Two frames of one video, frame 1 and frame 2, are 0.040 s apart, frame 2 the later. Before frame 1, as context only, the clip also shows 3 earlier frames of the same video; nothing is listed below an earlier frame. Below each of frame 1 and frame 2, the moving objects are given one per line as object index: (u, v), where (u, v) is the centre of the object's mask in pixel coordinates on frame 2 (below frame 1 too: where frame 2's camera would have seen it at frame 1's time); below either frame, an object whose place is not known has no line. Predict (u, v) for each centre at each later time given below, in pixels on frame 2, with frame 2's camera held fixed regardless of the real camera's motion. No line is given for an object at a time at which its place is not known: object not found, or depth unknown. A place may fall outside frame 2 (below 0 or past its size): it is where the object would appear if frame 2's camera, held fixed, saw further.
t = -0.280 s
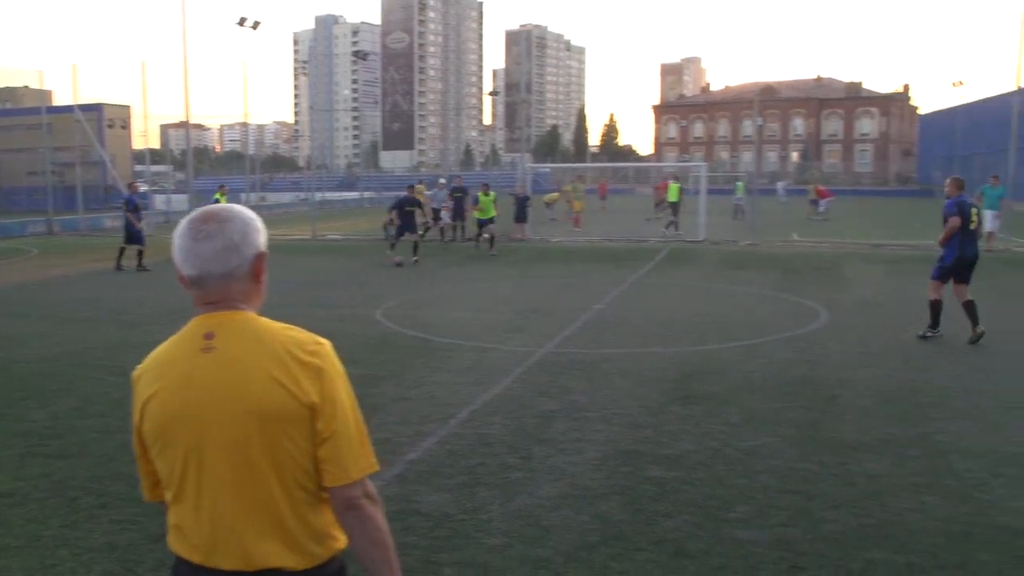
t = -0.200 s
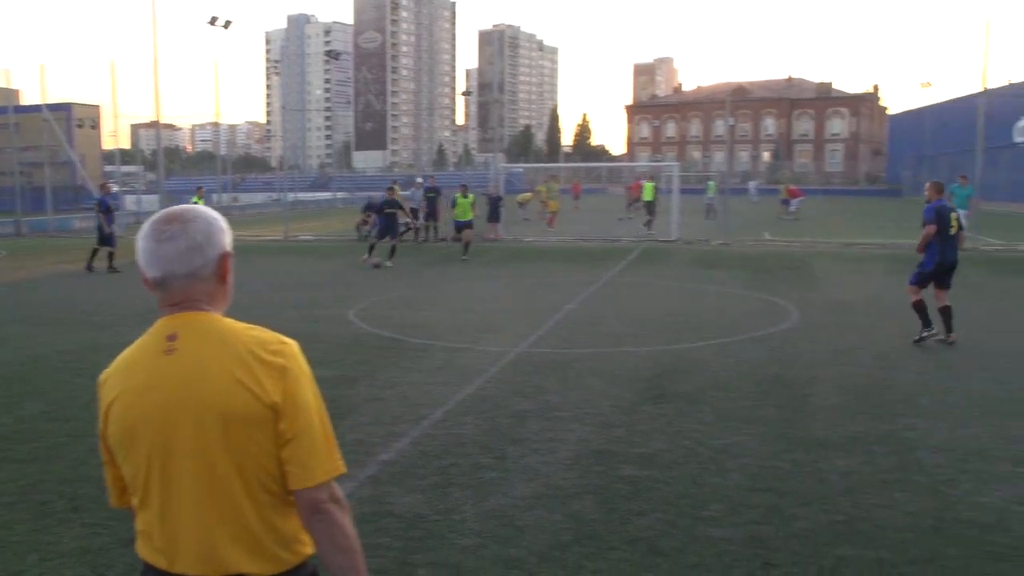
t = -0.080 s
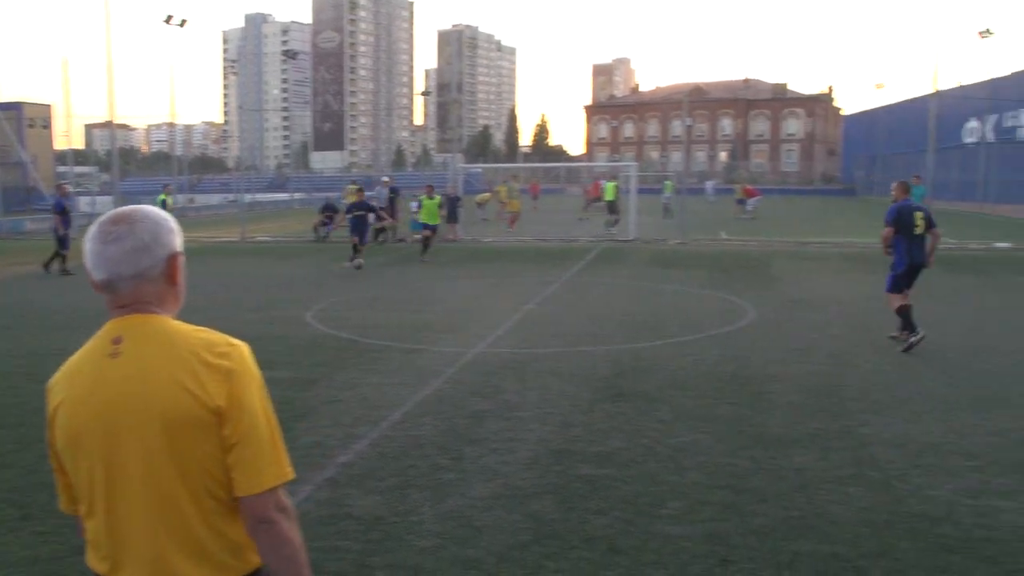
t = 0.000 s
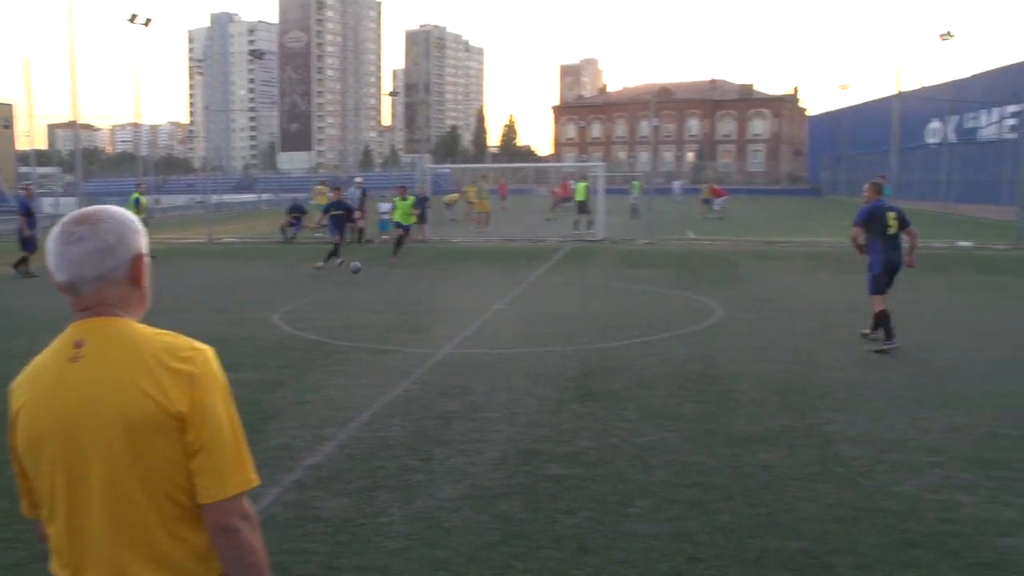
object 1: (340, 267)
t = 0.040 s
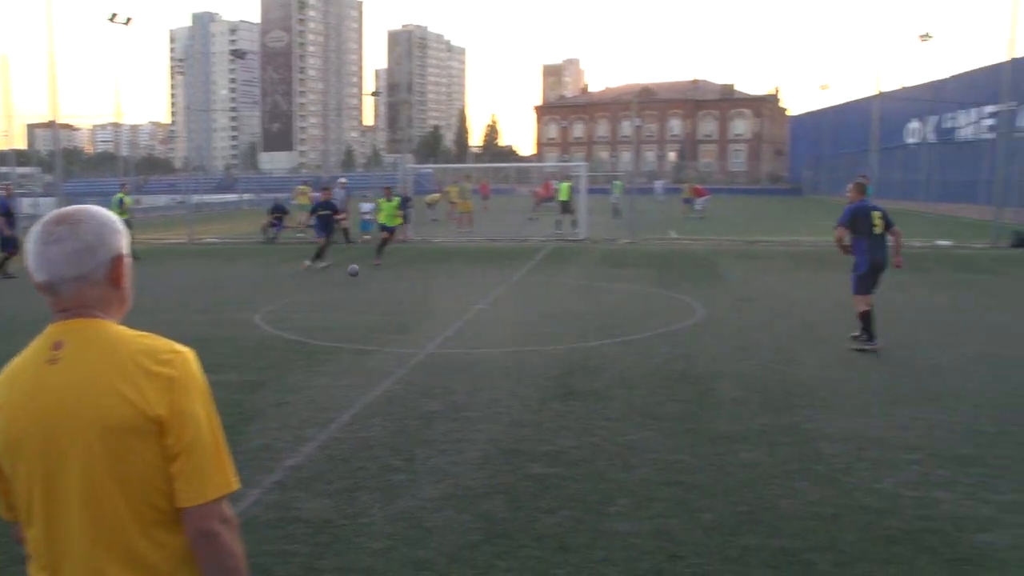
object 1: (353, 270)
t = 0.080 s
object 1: (366, 275)
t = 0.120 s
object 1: (382, 282)
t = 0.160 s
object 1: (398, 291)
